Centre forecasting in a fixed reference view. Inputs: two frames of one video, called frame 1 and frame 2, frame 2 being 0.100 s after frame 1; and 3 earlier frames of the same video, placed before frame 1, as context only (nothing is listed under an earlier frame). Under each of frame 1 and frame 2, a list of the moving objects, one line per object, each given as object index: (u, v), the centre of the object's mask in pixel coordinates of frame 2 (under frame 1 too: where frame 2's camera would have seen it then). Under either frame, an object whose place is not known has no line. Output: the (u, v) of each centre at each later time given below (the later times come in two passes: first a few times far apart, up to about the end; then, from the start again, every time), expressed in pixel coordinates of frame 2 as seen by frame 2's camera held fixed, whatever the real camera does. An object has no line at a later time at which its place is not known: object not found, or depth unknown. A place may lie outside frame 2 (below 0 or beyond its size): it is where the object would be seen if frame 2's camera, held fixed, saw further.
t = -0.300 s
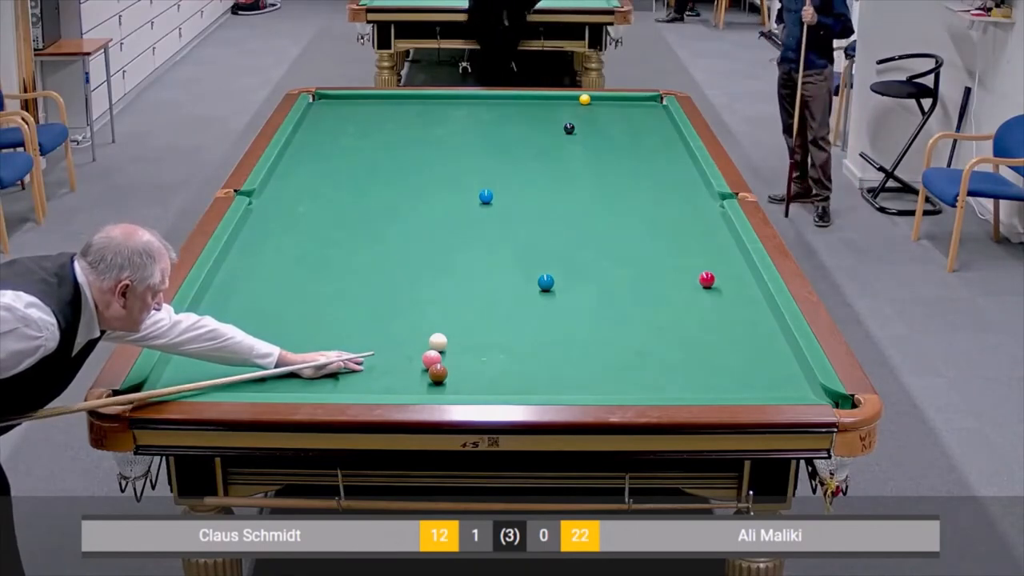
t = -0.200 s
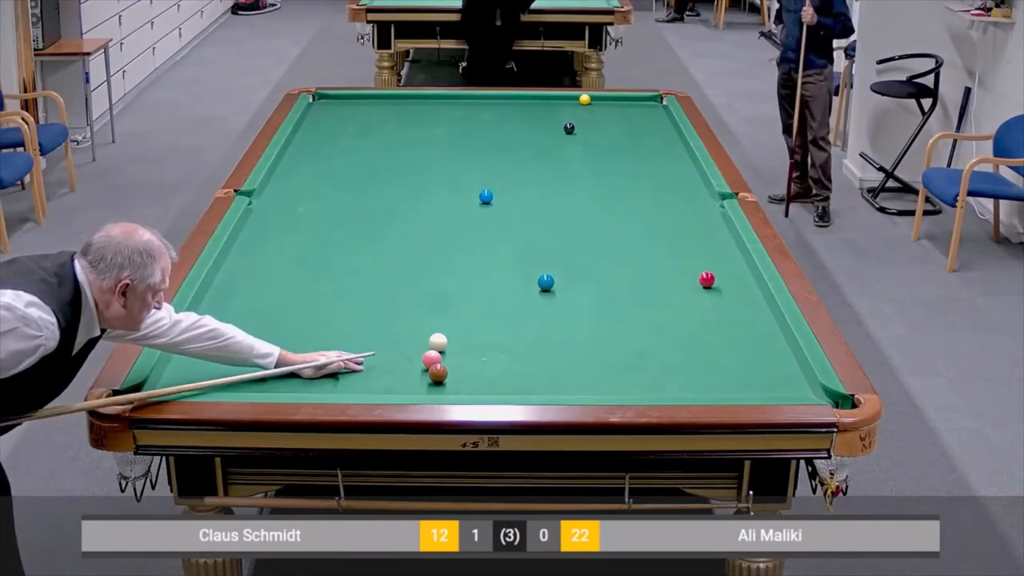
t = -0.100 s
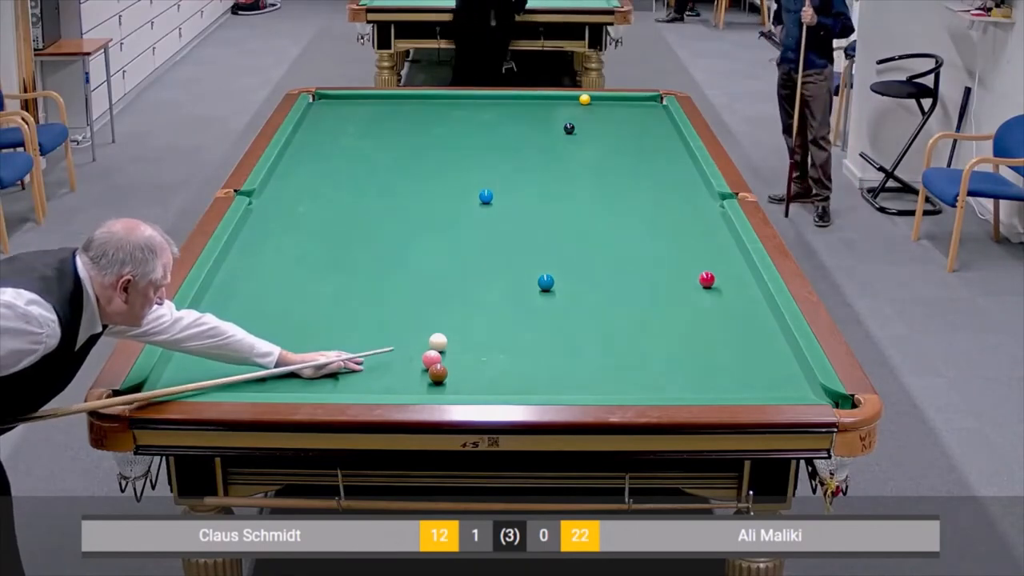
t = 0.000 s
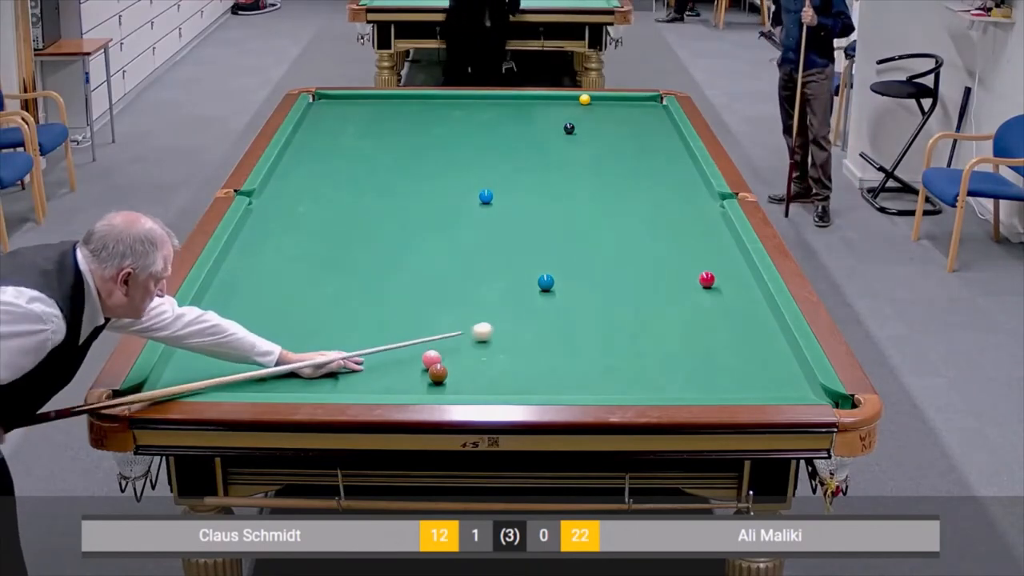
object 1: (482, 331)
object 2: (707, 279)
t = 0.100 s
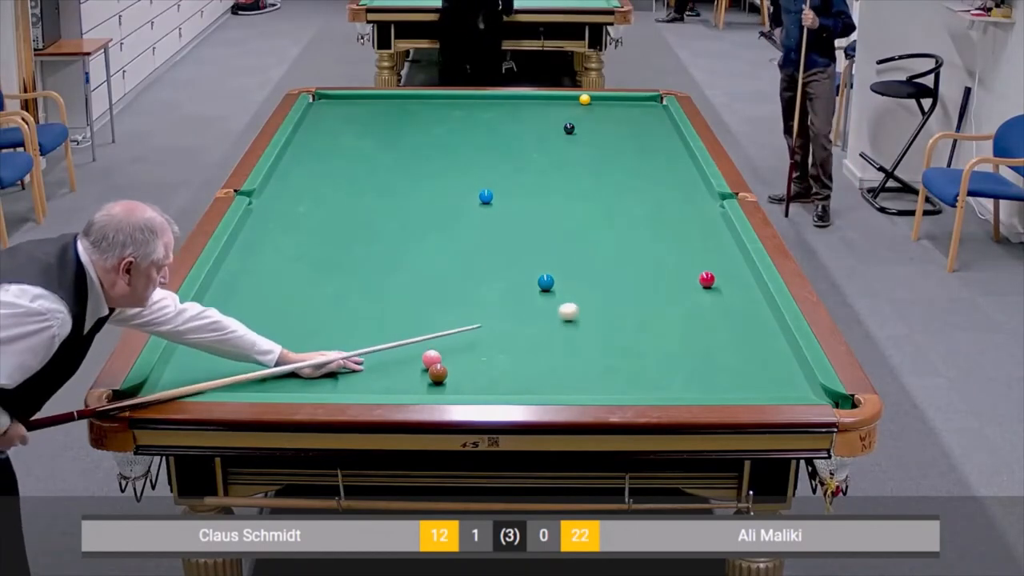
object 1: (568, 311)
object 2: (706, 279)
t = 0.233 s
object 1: (668, 288)
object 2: (706, 279)
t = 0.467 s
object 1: (699, 275)
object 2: (680, 261)
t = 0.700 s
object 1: (727, 264)
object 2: (567, 248)
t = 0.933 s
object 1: (728, 253)
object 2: (467, 237)
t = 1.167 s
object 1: (702, 243)
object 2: (374, 226)
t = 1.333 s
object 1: (684, 237)
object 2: (311, 220)
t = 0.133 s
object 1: (594, 305)
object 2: (707, 279)
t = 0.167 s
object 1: (619, 299)
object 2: (706, 279)
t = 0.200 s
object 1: (644, 293)
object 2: (707, 279)
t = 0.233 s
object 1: (668, 288)
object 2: (706, 279)
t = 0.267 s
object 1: (690, 282)
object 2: (707, 279)
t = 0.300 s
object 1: (693, 281)
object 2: (727, 276)
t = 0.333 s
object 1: (693, 280)
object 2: (748, 271)
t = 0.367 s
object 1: (694, 279)
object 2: (737, 268)
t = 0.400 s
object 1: (695, 278)
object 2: (717, 266)
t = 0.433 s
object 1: (697, 277)
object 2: (698, 262)
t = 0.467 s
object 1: (699, 275)
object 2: (680, 261)
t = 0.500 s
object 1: (702, 274)
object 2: (662, 259)
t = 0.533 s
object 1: (705, 272)
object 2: (645, 257)
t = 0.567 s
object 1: (709, 271)
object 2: (628, 255)
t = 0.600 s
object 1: (713, 269)
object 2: (612, 253)
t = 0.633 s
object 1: (717, 268)
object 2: (596, 251)
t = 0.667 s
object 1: (722, 266)
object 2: (581, 249)
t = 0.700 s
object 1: (727, 264)
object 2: (567, 248)
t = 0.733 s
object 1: (732, 262)
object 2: (552, 246)
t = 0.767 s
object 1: (737, 260)
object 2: (537, 245)
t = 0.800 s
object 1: (742, 259)
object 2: (523, 243)
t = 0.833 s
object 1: (742, 257)
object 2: (509, 241)
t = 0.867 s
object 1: (737, 256)
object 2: (495, 240)
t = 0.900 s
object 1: (732, 254)
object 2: (481, 238)
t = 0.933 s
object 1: (728, 253)
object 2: (467, 237)
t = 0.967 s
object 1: (724, 251)
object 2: (453, 235)
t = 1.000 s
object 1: (720, 250)
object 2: (440, 234)
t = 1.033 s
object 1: (717, 249)
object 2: (426, 232)
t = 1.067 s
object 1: (713, 248)
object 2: (413, 231)
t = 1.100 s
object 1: (709, 246)
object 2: (400, 230)
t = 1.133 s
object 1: (705, 245)
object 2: (387, 228)
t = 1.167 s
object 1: (702, 243)
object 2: (374, 226)
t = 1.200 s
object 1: (698, 242)
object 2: (361, 225)
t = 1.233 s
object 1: (695, 241)
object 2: (348, 224)
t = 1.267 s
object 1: (691, 240)
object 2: (336, 223)
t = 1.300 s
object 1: (688, 238)
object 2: (323, 221)
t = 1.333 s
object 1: (684, 237)
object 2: (311, 220)
